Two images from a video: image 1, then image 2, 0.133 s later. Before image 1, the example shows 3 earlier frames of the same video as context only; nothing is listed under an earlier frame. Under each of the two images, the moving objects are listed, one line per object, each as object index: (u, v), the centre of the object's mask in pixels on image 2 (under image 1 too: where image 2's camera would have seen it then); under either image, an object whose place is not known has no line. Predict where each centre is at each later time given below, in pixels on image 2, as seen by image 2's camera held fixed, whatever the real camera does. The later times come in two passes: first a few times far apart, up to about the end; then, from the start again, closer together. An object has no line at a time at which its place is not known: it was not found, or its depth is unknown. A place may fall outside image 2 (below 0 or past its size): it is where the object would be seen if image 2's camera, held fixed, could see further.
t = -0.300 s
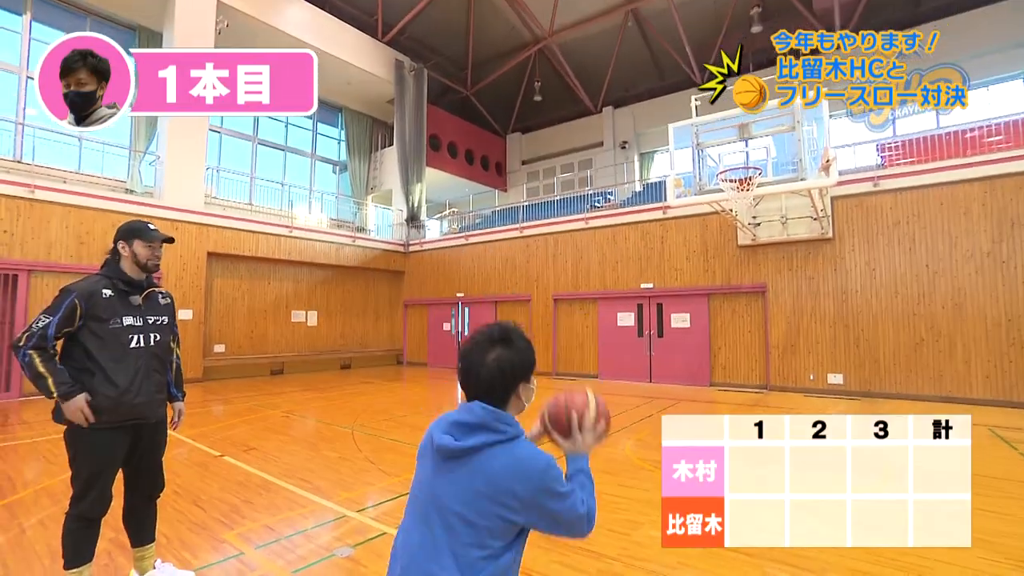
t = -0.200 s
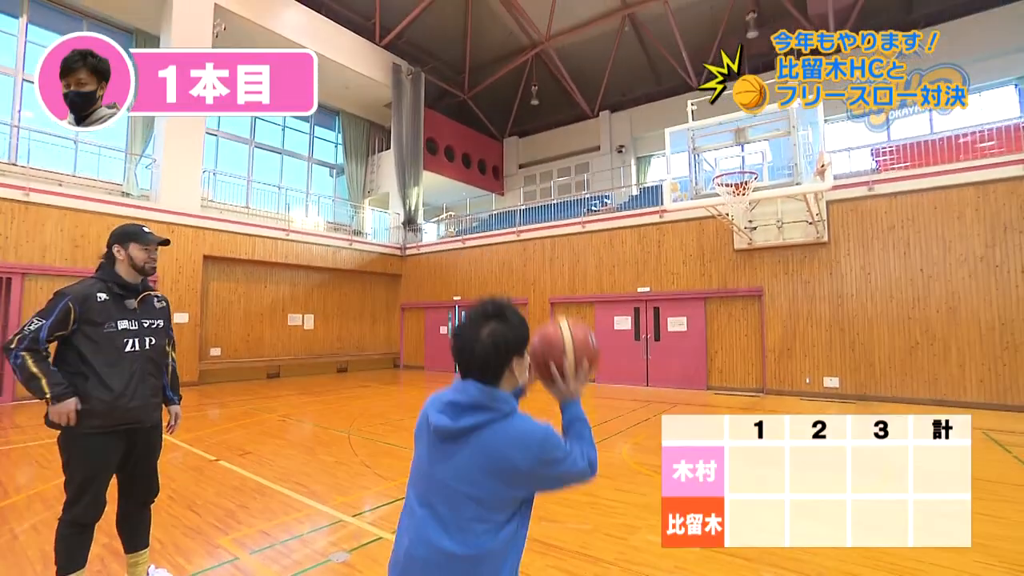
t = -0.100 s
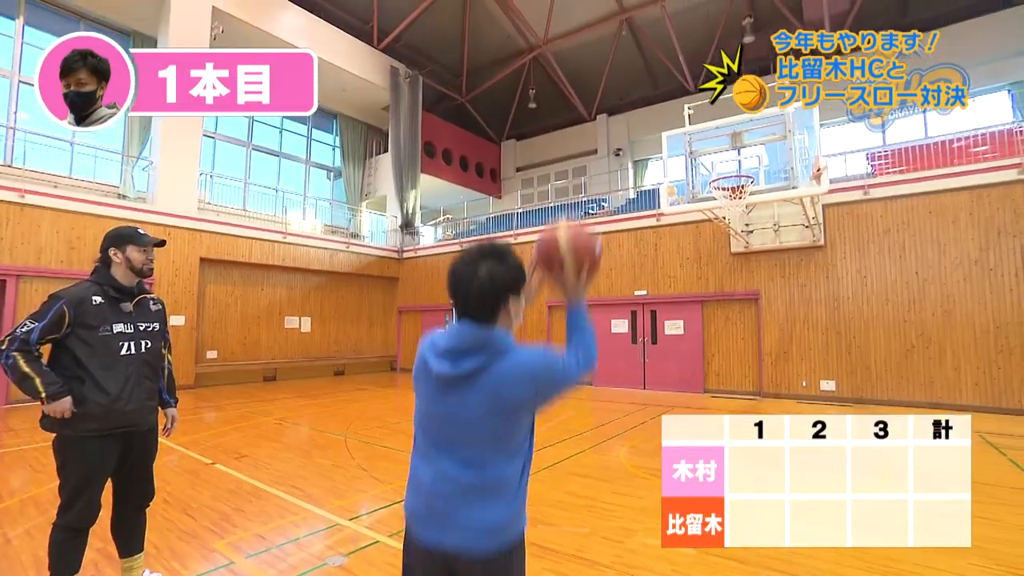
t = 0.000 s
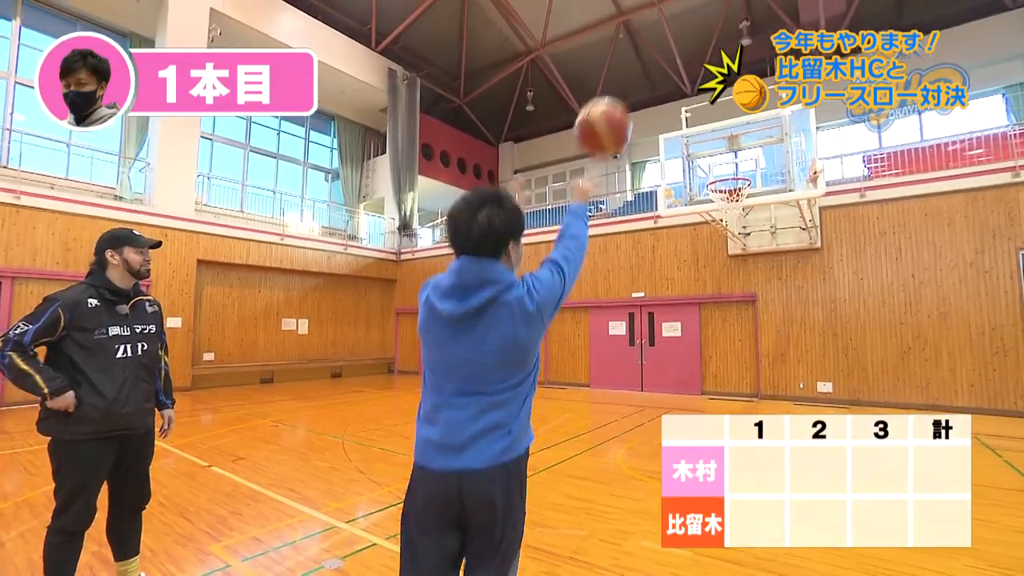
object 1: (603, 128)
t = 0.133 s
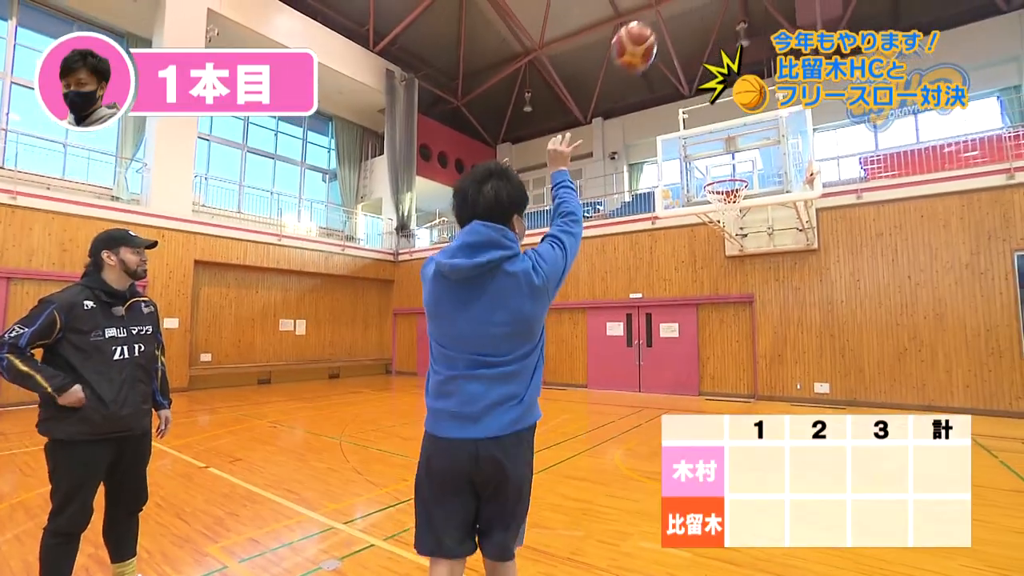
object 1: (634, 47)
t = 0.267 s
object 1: (657, 17)
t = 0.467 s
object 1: (681, 21)
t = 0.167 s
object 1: (640, 35)
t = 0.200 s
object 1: (645, 27)
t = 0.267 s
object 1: (657, 17)
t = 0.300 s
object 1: (661, 15)
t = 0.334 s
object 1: (666, 14)
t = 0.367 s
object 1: (670, 15)
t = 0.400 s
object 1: (674, 15)
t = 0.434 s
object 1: (677, 17)
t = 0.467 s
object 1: (681, 21)
